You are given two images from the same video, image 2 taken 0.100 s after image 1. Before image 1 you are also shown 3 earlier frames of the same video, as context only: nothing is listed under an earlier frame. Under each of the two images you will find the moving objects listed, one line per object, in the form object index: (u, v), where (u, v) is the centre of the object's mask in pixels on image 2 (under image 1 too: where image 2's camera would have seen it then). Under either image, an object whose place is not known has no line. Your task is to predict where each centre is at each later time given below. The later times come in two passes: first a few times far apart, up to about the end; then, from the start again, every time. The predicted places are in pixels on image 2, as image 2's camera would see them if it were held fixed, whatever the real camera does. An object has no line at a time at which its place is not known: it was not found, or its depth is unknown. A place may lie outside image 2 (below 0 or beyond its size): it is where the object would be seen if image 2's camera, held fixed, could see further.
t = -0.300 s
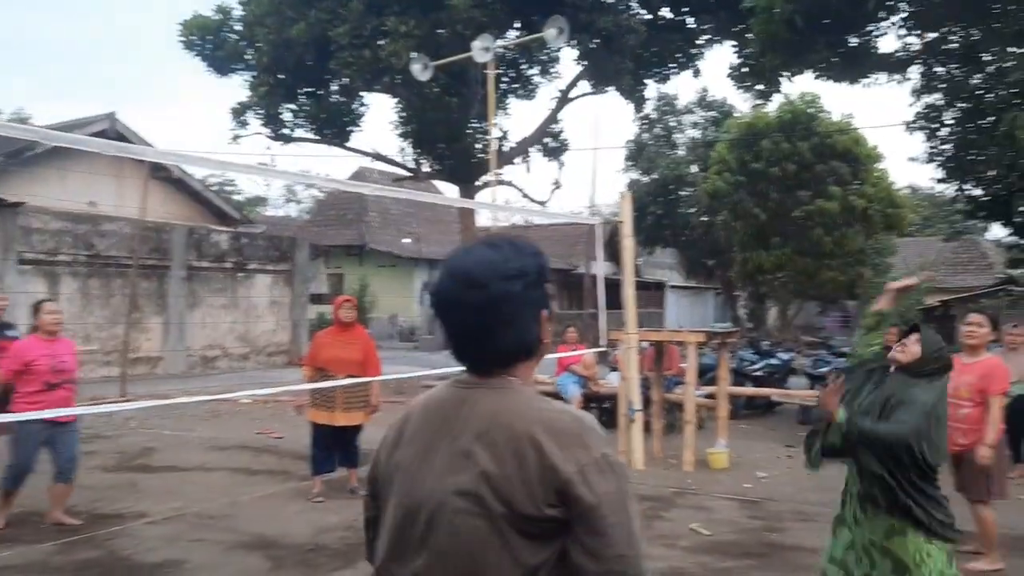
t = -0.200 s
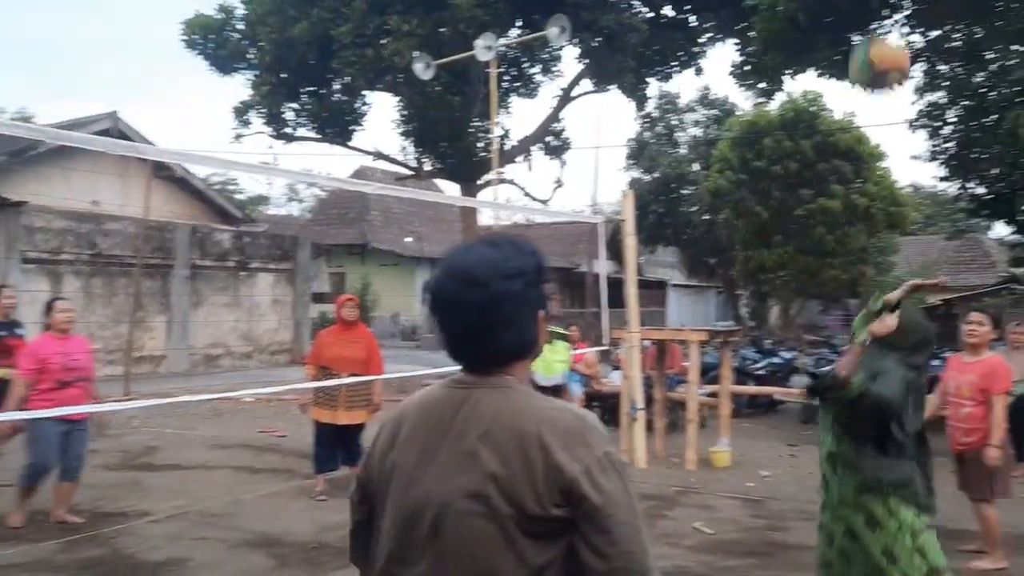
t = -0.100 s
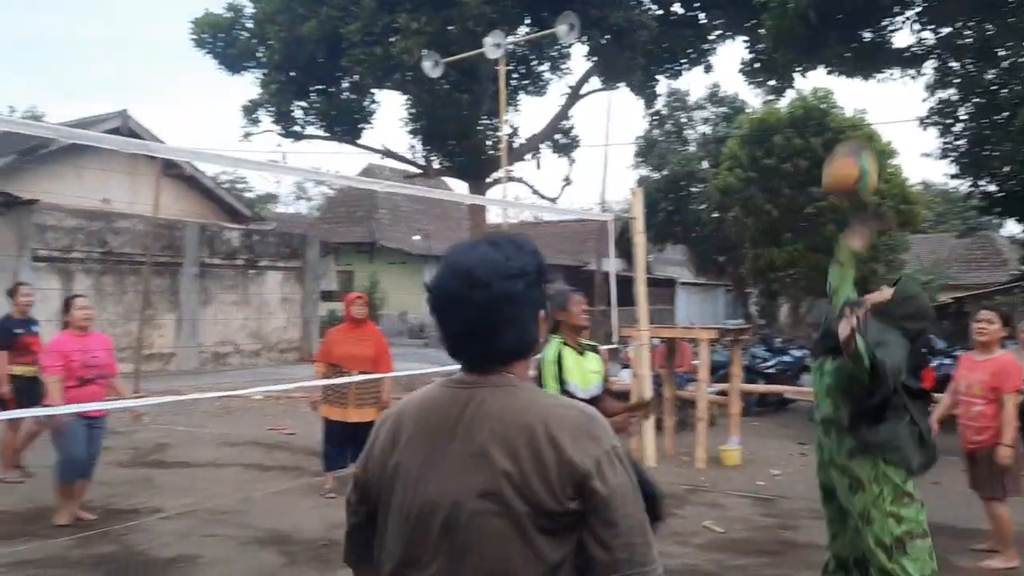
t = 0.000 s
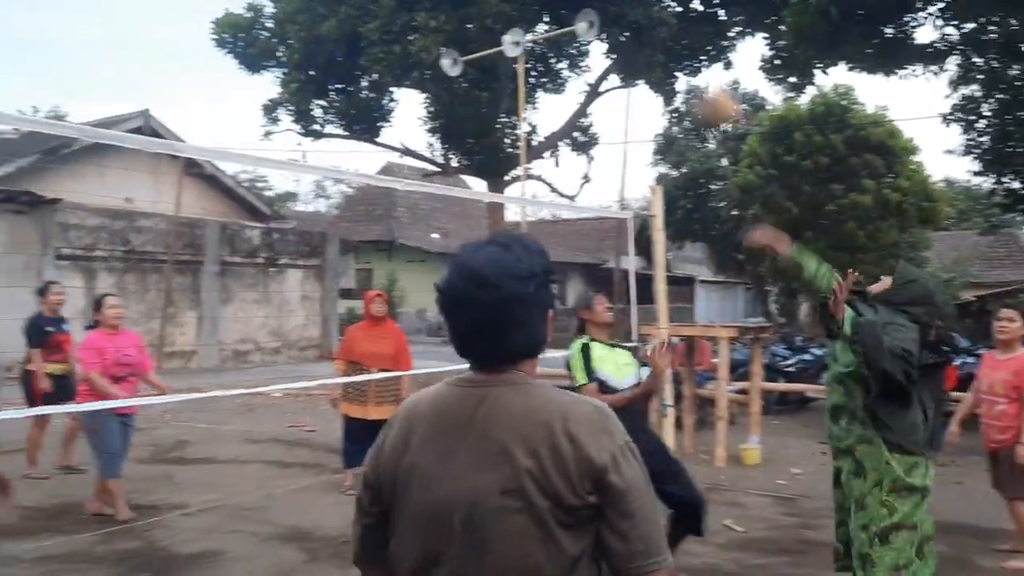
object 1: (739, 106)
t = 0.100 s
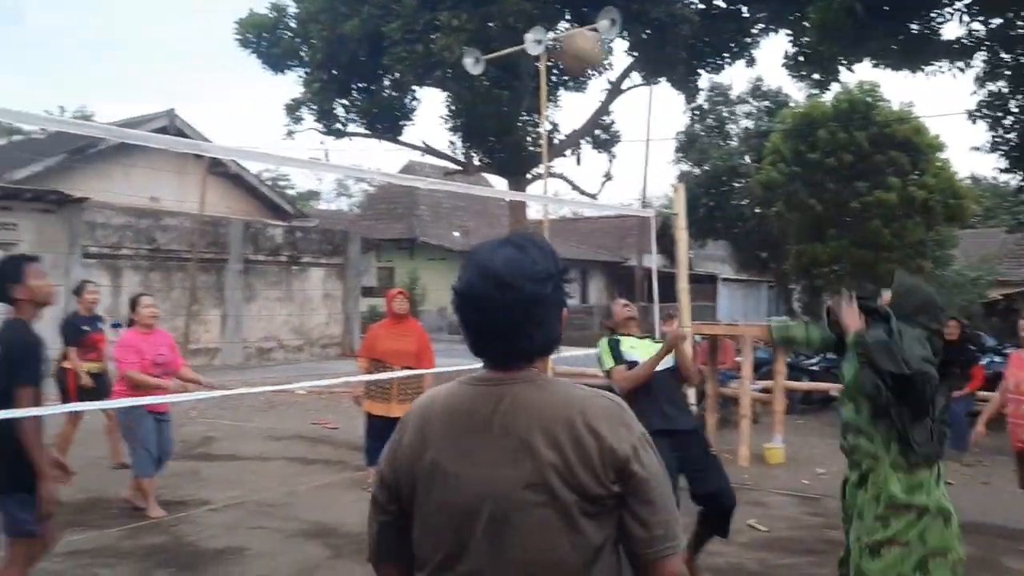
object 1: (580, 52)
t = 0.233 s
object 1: (409, 18)
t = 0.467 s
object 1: (167, 44)
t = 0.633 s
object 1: (31, 105)
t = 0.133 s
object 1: (534, 37)
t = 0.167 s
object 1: (491, 29)
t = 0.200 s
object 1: (450, 20)
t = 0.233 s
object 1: (409, 18)
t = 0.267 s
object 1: (369, 19)
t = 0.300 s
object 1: (335, 16)
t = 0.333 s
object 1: (296, 17)
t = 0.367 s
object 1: (262, 22)
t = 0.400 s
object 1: (230, 29)
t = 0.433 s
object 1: (197, 36)
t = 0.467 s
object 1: (167, 44)
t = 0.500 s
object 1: (138, 55)
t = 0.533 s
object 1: (110, 67)
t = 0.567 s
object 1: (83, 81)
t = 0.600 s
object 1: (57, 97)
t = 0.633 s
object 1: (31, 105)
